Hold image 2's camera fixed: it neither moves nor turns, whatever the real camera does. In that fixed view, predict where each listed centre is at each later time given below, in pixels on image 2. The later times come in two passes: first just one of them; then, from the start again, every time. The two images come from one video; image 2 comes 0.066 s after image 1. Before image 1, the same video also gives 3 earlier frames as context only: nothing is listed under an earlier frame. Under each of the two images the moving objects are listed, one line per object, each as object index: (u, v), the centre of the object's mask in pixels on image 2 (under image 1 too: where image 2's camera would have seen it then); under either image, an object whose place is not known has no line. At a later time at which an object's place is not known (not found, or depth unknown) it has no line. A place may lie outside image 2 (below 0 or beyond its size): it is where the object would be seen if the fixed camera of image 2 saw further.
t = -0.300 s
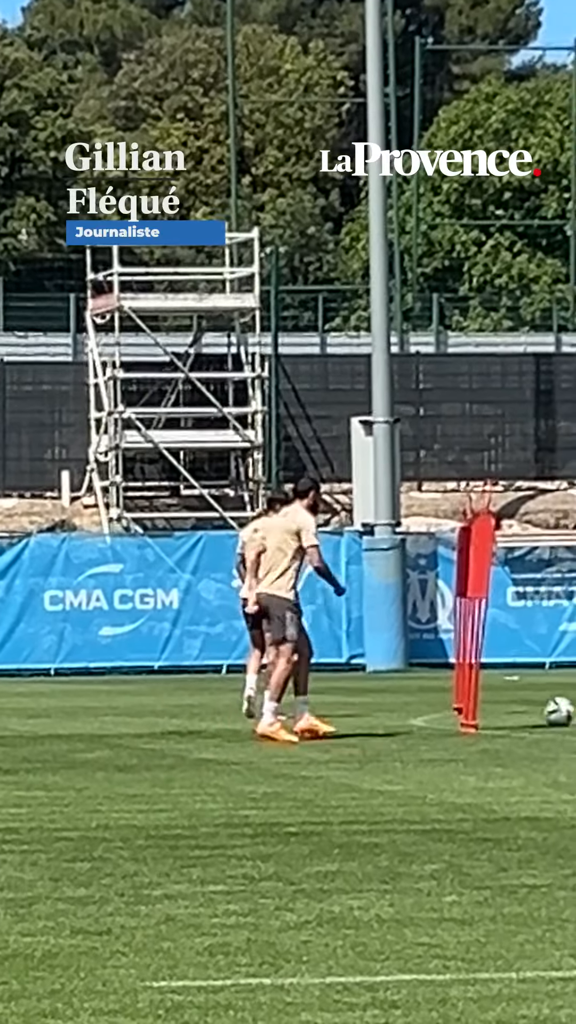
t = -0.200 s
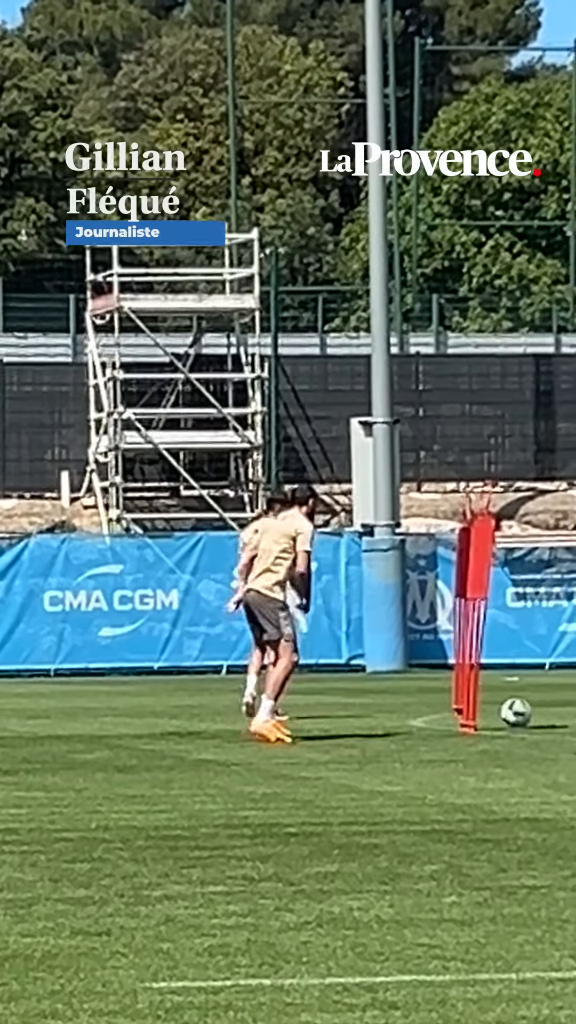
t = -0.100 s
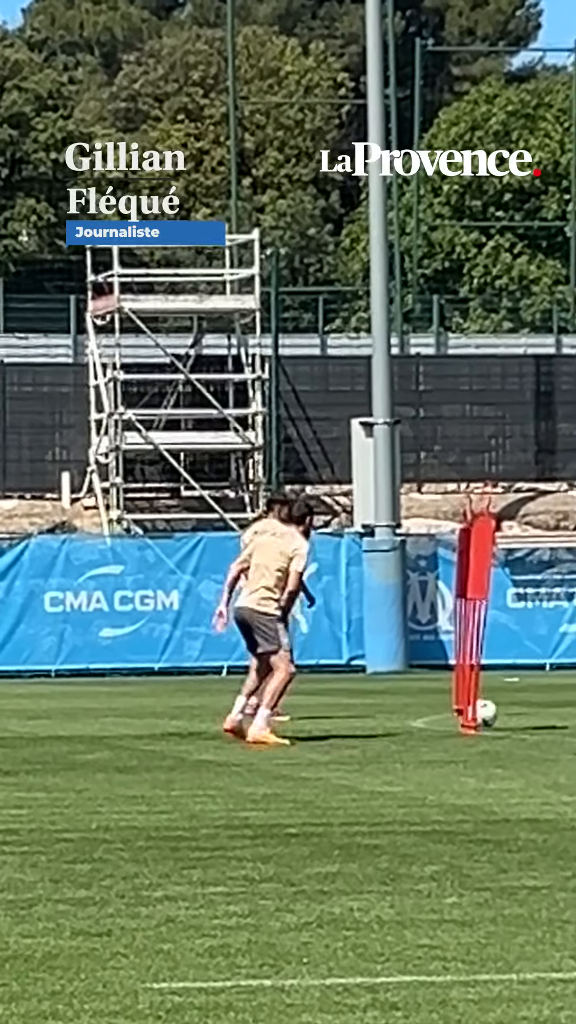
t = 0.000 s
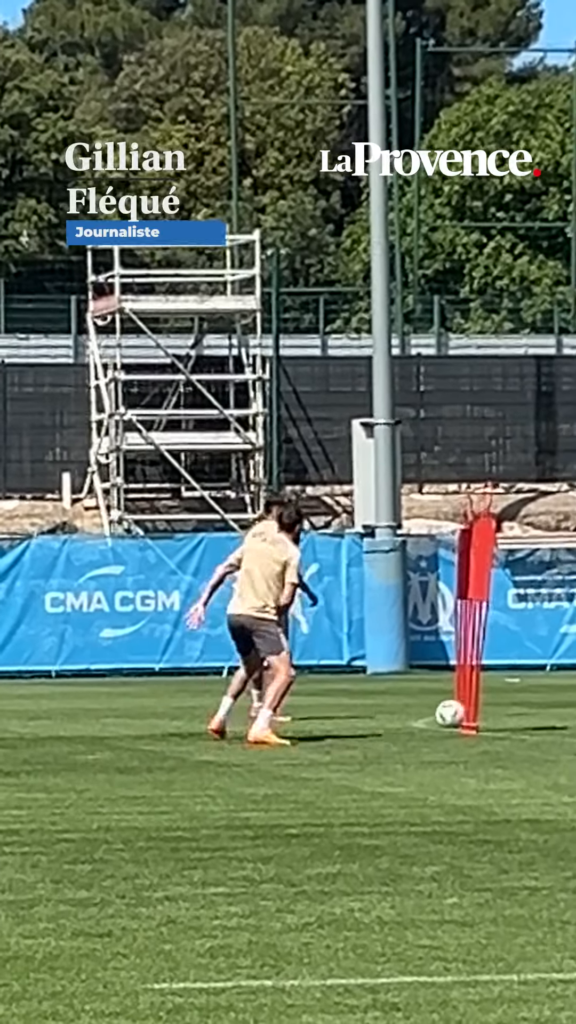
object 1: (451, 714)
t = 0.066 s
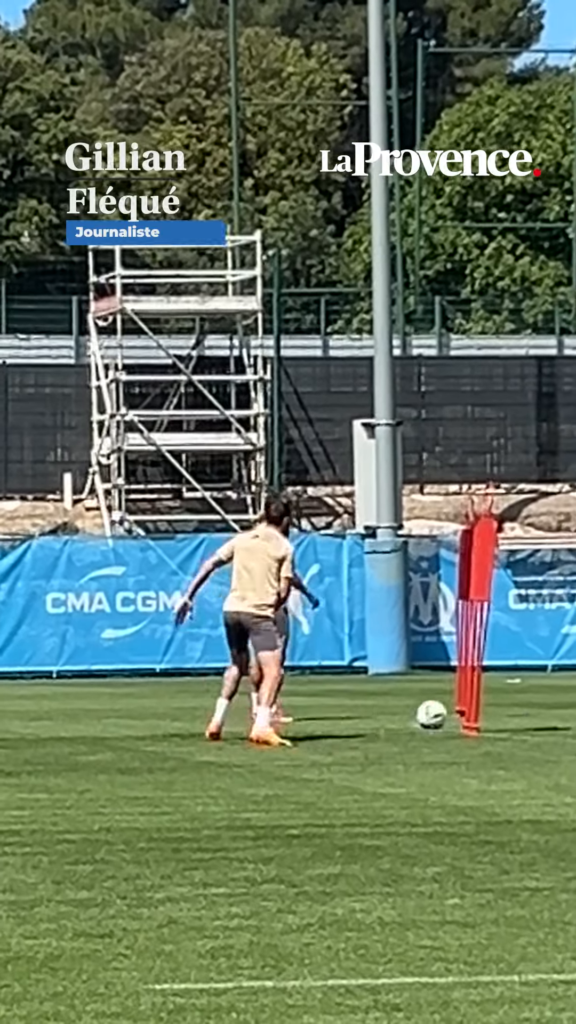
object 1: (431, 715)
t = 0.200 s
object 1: (393, 715)
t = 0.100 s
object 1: (421, 715)
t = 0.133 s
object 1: (412, 715)
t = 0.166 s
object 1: (403, 715)
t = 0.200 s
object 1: (393, 715)
